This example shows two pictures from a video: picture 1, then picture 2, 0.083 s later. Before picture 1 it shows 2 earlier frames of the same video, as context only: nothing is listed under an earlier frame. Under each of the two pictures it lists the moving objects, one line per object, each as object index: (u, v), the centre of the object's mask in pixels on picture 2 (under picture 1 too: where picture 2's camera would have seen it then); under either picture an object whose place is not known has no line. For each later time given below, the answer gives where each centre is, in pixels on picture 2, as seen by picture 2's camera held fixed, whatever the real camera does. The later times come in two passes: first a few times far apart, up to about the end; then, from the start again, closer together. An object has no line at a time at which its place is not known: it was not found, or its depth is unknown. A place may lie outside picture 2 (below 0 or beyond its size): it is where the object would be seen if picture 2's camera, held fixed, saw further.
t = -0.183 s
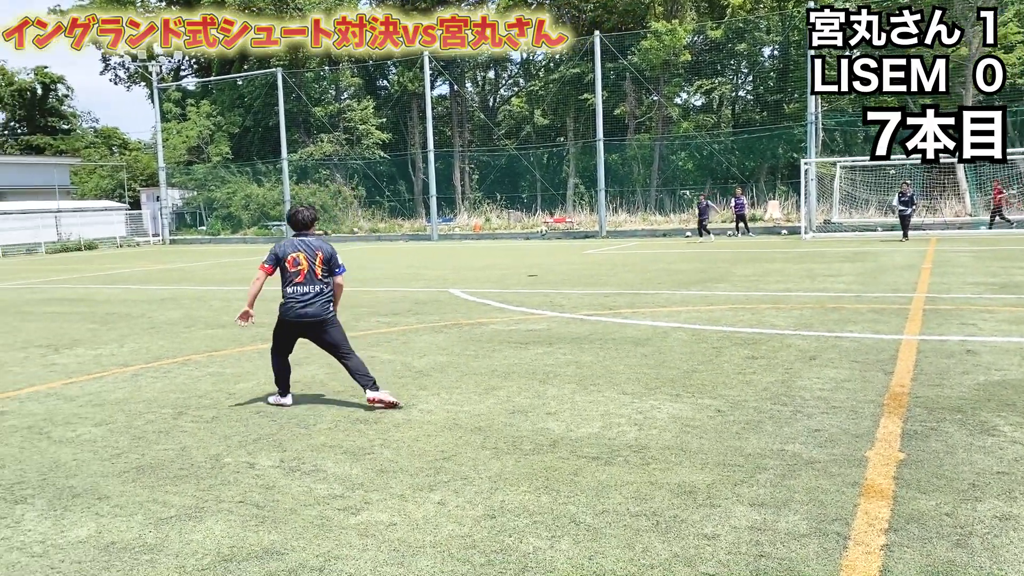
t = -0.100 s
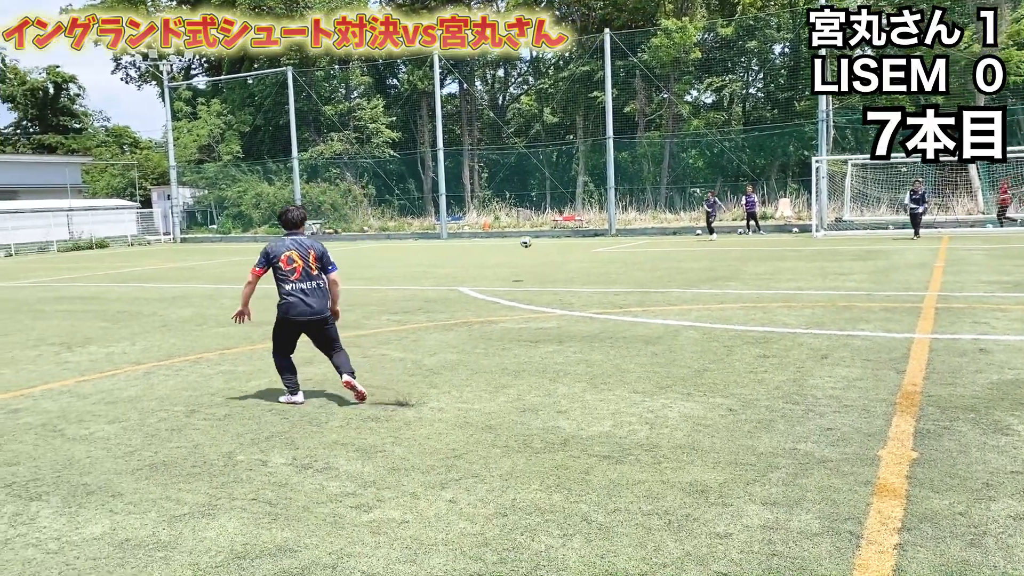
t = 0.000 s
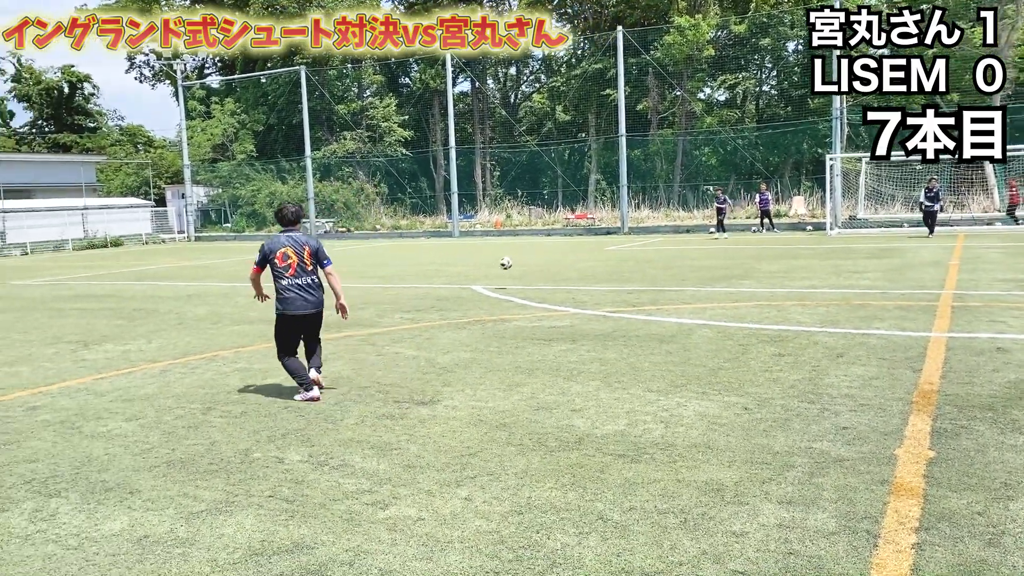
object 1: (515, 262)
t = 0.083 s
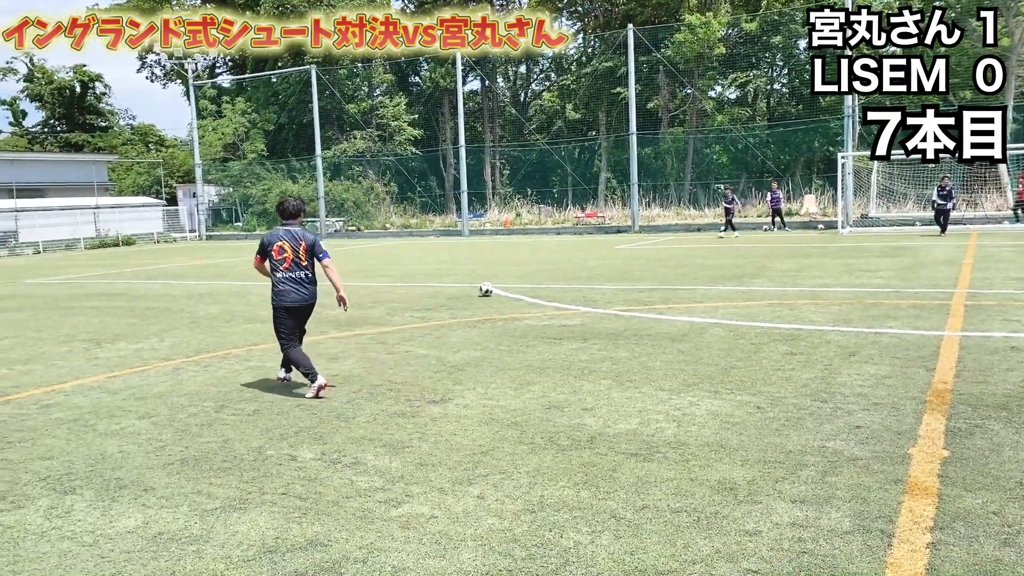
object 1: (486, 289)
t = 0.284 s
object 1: (429, 264)
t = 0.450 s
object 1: (372, 260)
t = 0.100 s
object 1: (481, 291)
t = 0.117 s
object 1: (476, 287)
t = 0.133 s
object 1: (472, 284)
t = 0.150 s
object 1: (467, 281)
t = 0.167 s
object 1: (463, 279)
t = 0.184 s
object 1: (458, 276)
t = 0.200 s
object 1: (454, 273)
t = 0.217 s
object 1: (449, 271)
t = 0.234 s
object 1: (444, 269)
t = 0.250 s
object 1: (439, 268)
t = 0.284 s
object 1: (429, 264)
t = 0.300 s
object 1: (424, 263)
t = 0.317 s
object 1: (419, 262)
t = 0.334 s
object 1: (414, 261)
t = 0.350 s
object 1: (408, 260)
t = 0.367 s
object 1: (402, 259)
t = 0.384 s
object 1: (396, 259)
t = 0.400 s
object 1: (391, 259)
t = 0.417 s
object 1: (385, 259)
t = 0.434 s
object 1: (379, 260)
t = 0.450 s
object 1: (372, 260)
